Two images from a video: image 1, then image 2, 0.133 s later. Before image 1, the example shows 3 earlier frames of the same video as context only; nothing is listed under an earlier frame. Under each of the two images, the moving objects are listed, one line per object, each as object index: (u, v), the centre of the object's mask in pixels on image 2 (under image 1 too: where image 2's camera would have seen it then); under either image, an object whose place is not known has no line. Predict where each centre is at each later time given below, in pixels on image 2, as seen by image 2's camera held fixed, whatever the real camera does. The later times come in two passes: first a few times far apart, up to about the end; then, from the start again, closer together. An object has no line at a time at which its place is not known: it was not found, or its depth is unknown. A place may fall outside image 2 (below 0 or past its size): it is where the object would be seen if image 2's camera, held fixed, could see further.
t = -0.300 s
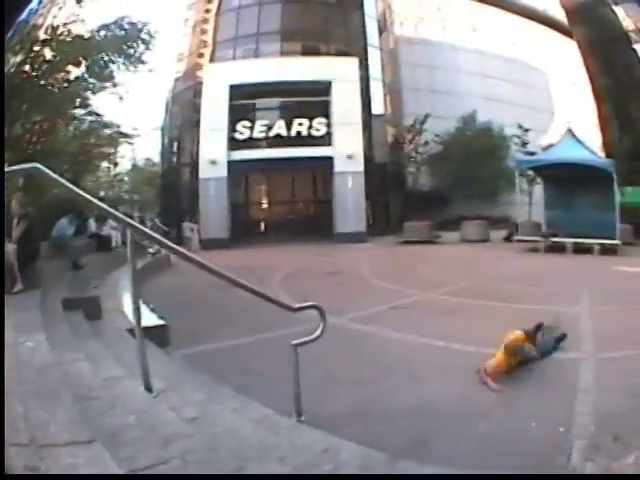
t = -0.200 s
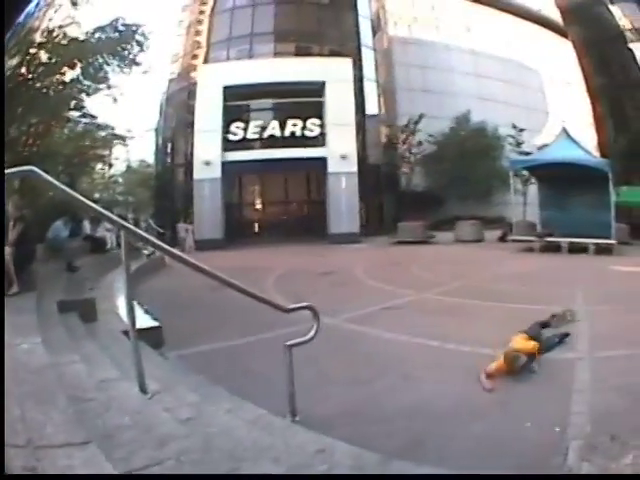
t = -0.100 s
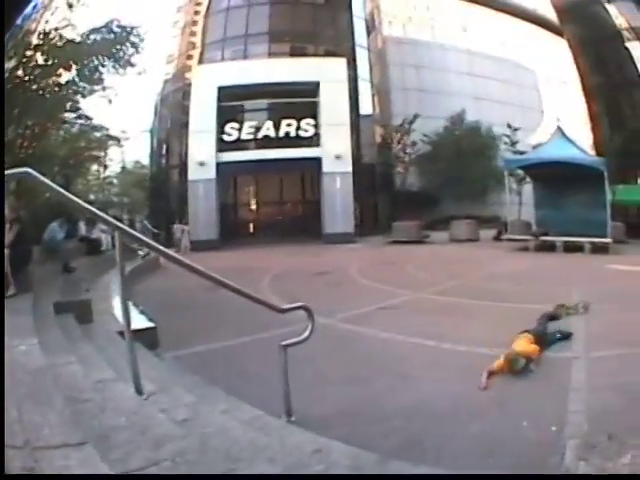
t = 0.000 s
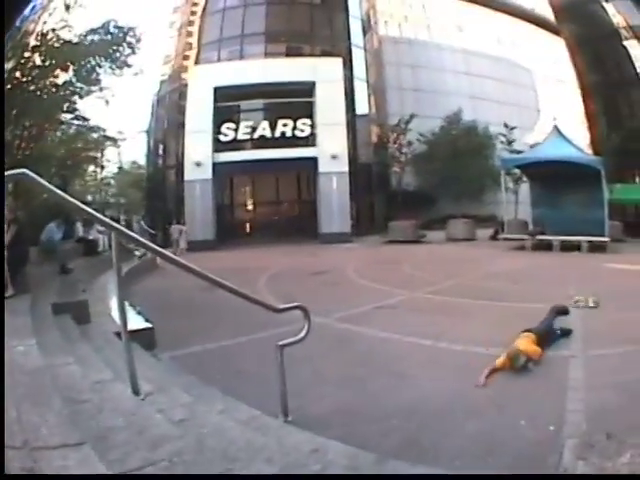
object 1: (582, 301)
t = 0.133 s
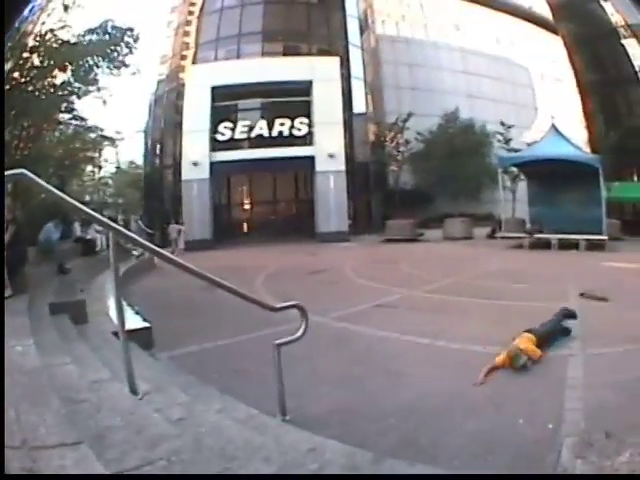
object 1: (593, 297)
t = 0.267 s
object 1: (602, 290)
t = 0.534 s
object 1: (621, 284)
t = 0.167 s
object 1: (596, 295)
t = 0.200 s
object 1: (598, 292)
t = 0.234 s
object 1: (601, 291)
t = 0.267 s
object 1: (602, 290)
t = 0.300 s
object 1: (605, 290)
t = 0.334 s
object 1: (607, 289)
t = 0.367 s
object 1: (609, 289)
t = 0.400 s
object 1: (608, 286)
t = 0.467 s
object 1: (618, 287)
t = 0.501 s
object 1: (620, 286)
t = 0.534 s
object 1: (621, 284)
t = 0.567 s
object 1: (623, 284)
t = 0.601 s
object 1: (623, 284)
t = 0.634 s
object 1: (624, 283)
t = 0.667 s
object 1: (626, 282)
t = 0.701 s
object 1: (628, 281)
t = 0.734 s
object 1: (630, 281)
